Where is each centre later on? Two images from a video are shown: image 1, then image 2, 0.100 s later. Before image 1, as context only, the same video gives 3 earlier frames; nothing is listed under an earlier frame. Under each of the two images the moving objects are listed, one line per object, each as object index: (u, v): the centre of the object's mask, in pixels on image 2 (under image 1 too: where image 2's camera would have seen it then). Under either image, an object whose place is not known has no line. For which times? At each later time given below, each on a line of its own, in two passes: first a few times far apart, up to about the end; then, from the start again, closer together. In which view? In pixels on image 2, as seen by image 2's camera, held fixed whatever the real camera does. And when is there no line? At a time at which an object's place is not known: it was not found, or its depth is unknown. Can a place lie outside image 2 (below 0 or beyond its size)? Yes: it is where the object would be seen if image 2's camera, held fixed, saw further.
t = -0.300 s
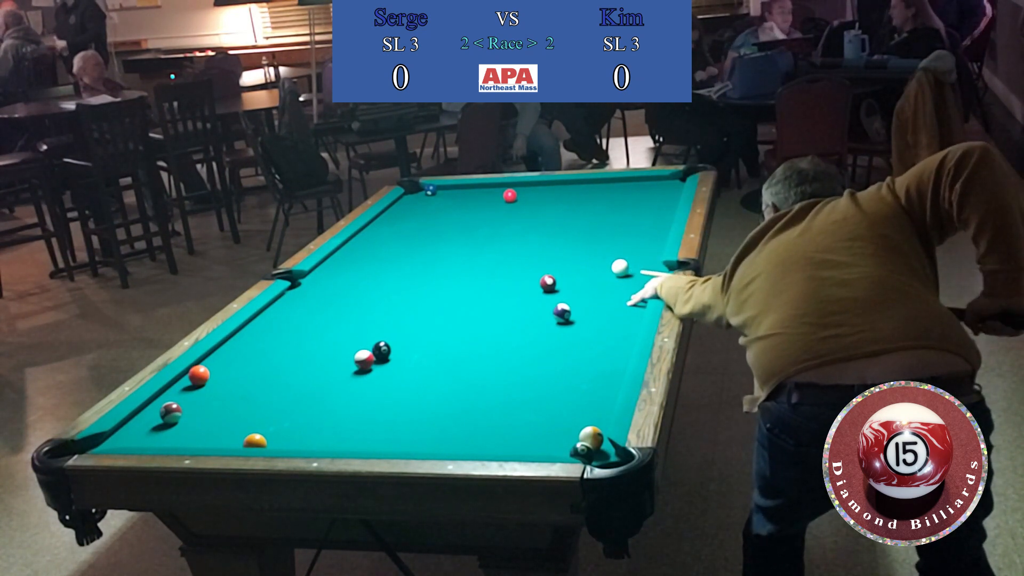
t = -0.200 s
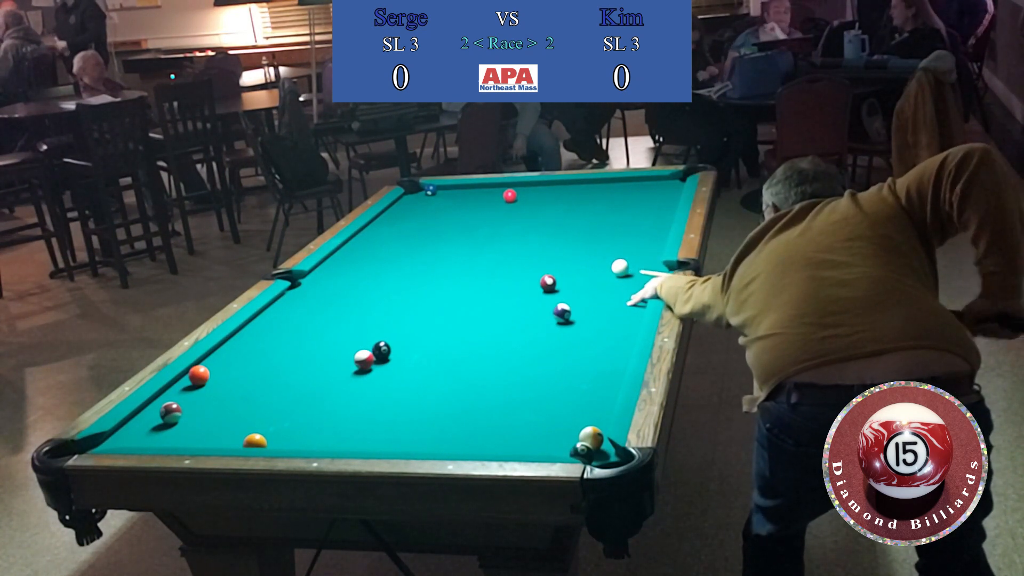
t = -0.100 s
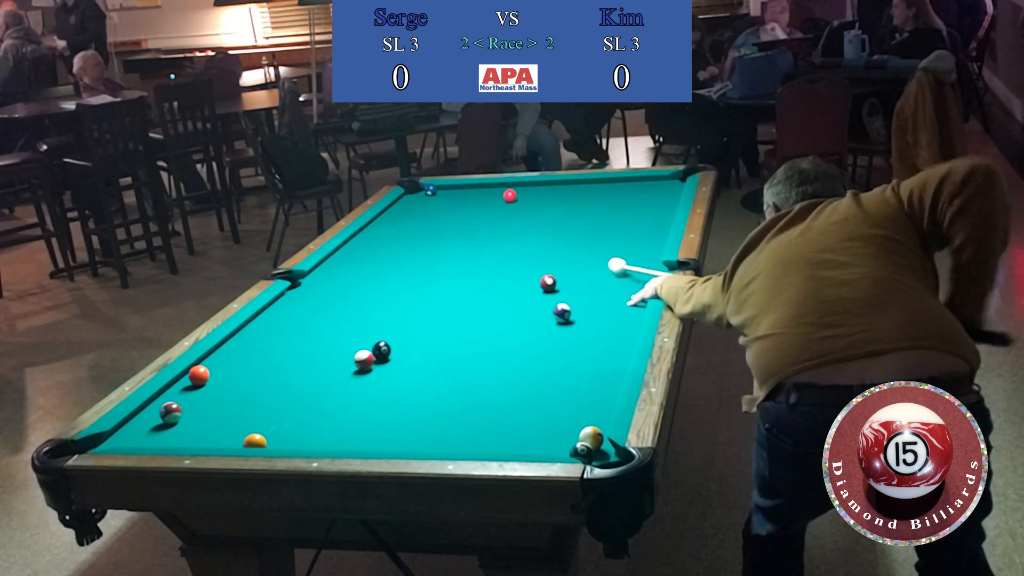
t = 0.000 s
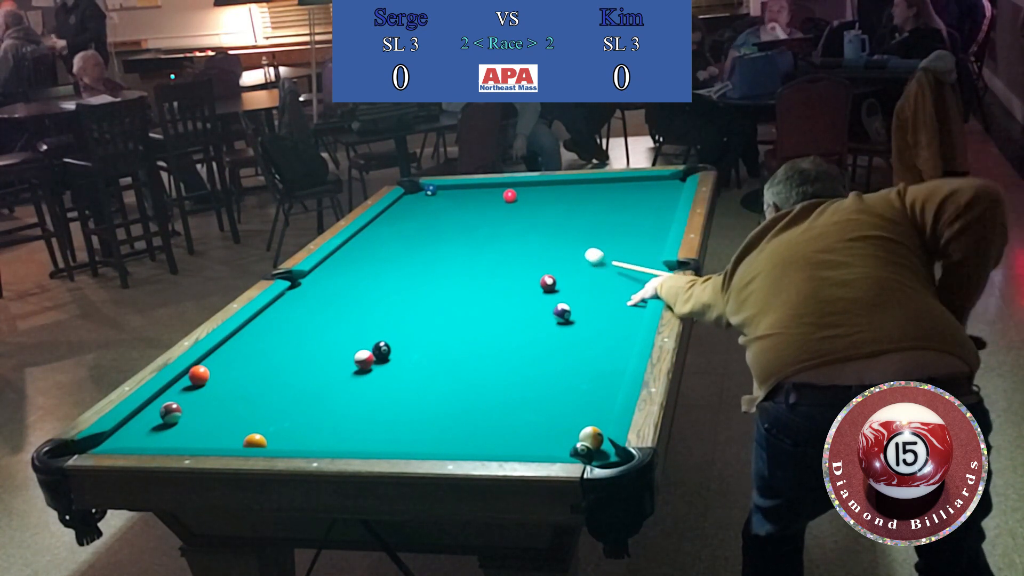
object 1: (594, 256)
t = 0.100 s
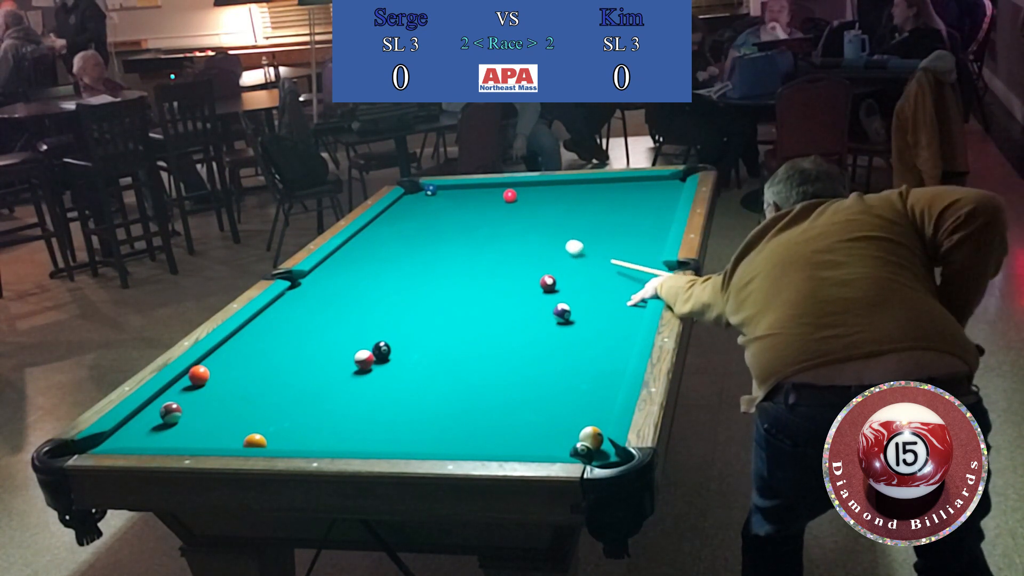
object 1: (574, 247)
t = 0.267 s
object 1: (545, 235)
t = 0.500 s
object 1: (508, 219)
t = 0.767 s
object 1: (472, 203)
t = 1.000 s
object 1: (444, 191)
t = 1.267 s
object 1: (444, 189)
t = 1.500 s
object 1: (440, 194)
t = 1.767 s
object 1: (436, 199)
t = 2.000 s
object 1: (432, 203)
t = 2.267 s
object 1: (429, 208)
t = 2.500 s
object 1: (426, 211)
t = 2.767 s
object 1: (423, 216)
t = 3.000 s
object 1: (420, 219)
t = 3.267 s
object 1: (417, 223)
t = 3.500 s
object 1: (415, 226)
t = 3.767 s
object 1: (414, 229)
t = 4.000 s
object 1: (413, 231)
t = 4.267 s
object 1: (412, 234)
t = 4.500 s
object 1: (411, 235)
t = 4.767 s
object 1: (411, 237)
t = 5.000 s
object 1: (411, 238)
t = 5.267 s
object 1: (411, 239)
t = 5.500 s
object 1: (411, 239)
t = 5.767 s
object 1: (412, 239)
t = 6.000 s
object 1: (412, 239)
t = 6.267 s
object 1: (412, 239)
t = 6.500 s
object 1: (412, 239)
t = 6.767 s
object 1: (412, 239)
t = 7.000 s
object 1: (412, 239)
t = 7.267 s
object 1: (412, 239)
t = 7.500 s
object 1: (412, 239)
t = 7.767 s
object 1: (412, 239)
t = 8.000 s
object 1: (412, 239)
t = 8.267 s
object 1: (412, 239)
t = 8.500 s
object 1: (412, 239)
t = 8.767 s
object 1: (412, 239)
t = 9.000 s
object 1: (412, 239)
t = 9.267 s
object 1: (412, 239)
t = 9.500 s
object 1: (412, 239)
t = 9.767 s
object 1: (412, 239)
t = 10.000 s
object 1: (412, 239)
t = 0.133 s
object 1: (568, 245)
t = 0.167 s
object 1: (562, 242)
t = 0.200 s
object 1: (556, 240)
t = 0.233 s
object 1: (550, 237)
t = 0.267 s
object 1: (545, 235)
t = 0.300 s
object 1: (539, 232)
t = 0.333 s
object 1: (534, 230)
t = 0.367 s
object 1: (528, 227)
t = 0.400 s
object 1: (523, 225)
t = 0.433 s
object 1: (518, 223)
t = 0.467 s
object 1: (513, 221)
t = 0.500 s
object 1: (508, 219)
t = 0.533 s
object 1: (503, 217)
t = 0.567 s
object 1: (498, 215)
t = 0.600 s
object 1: (494, 213)
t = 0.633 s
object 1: (489, 211)
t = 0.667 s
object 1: (485, 209)
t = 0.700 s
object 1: (480, 207)
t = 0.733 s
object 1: (476, 205)
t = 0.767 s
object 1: (472, 203)
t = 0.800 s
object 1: (468, 201)
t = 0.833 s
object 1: (464, 200)
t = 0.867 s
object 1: (460, 198)
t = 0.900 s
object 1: (456, 196)
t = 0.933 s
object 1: (452, 194)
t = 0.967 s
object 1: (448, 193)
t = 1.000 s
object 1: (444, 191)
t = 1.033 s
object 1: (441, 190)
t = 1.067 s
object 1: (443, 189)
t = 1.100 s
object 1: (445, 187)
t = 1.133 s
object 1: (446, 187)
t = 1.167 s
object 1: (445, 187)
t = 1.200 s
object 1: (445, 188)
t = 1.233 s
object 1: (444, 189)
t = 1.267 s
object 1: (444, 189)
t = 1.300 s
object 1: (443, 190)
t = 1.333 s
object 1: (442, 191)
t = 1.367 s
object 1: (442, 191)
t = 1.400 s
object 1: (441, 192)
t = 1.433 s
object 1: (441, 193)
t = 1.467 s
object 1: (440, 193)
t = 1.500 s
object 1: (440, 194)
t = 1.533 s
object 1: (439, 195)
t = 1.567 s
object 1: (439, 195)
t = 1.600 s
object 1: (438, 196)
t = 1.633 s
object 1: (438, 197)
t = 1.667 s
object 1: (437, 197)
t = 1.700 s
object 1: (437, 198)
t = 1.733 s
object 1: (436, 198)
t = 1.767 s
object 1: (436, 199)
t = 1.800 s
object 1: (435, 200)
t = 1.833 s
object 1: (435, 200)
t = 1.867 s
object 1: (434, 201)
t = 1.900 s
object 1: (434, 201)
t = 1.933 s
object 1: (433, 202)
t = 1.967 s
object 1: (433, 203)
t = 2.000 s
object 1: (432, 203)
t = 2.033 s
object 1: (432, 204)
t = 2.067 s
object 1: (431, 205)
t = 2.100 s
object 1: (431, 205)
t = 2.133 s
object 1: (431, 206)
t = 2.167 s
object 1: (430, 206)
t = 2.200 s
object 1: (430, 207)
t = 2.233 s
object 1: (429, 207)
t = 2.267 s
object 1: (429, 208)
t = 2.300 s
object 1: (428, 209)
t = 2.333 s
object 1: (428, 209)
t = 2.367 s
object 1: (427, 210)
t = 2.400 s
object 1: (427, 210)
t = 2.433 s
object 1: (427, 211)
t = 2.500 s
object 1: (426, 211)
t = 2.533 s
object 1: (426, 212)
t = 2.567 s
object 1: (425, 212)
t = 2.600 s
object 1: (425, 213)
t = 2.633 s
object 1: (424, 214)
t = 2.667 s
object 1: (424, 214)
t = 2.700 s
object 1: (424, 214)
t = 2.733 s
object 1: (423, 215)
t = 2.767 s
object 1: (423, 216)
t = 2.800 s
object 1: (422, 216)
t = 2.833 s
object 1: (422, 217)
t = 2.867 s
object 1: (422, 217)
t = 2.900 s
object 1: (421, 218)
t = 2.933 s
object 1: (421, 218)
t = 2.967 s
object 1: (420, 219)
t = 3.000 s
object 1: (420, 219)
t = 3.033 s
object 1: (420, 220)
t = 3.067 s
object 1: (419, 220)
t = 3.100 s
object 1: (419, 221)
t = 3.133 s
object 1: (418, 221)
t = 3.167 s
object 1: (418, 221)
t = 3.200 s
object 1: (418, 222)
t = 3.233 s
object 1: (418, 222)
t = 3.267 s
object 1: (417, 223)
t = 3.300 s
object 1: (417, 223)
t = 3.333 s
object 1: (417, 224)
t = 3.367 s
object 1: (416, 224)
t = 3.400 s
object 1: (416, 225)
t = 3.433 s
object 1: (416, 225)
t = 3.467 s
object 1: (416, 225)
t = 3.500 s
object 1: (415, 226)
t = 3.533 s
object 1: (415, 226)
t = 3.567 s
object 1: (415, 227)
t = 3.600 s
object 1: (415, 227)
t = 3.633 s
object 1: (415, 227)
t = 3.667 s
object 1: (414, 228)
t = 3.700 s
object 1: (414, 228)
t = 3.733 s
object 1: (414, 229)
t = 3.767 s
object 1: (414, 229)
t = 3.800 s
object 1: (414, 229)
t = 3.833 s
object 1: (413, 230)
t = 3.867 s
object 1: (413, 230)
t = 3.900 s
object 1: (413, 230)
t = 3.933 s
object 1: (413, 231)
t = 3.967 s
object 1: (413, 231)
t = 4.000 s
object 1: (413, 231)
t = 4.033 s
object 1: (413, 232)
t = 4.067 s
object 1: (412, 232)
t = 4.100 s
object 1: (412, 232)
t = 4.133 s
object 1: (412, 233)
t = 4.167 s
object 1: (412, 233)
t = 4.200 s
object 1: (412, 233)
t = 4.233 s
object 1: (412, 233)
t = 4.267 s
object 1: (412, 234)
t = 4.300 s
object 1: (411, 234)
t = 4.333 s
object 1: (411, 234)
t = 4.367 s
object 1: (411, 235)
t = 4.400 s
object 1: (411, 235)
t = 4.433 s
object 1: (411, 235)
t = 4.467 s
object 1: (411, 235)
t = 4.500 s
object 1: (411, 235)
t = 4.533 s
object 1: (411, 236)
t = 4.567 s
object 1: (411, 236)
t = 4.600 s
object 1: (411, 236)
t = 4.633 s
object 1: (411, 236)
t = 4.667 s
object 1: (411, 236)
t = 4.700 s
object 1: (411, 236)
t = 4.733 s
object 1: (411, 237)
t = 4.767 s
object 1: (411, 237)
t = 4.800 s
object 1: (411, 237)
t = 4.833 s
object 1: (411, 237)
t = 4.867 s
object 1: (411, 238)
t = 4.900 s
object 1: (411, 238)
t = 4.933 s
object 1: (411, 238)
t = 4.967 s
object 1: (411, 238)
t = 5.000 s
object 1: (411, 238)
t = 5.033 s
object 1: (411, 238)
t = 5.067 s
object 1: (411, 238)
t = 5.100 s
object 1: (411, 238)
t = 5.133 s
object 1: (411, 239)
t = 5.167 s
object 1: (411, 239)
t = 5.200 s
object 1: (411, 239)
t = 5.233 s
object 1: (411, 239)
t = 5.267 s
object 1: (411, 239)
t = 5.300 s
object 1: (411, 239)
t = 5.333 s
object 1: (411, 239)
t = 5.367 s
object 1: (411, 239)
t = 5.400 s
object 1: (411, 239)
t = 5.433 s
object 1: (411, 239)
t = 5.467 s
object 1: (411, 239)
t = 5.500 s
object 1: (411, 239)
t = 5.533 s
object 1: (411, 239)
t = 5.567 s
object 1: (411, 239)
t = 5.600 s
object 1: (411, 239)
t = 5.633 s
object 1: (412, 239)
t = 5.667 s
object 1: (412, 239)
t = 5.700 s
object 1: (412, 239)
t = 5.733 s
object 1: (412, 239)
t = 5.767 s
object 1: (412, 239)
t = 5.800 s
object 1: (412, 239)
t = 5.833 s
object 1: (412, 239)
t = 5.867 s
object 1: (412, 239)
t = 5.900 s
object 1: (412, 239)
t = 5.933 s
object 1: (412, 239)
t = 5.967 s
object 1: (412, 239)
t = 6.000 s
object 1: (412, 239)
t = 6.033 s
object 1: (412, 239)
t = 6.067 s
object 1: (412, 239)
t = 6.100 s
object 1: (412, 239)
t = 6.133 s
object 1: (412, 239)
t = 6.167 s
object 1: (412, 239)
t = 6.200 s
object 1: (412, 239)
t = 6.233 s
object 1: (412, 239)
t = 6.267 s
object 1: (412, 239)
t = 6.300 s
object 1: (412, 239)
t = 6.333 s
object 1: (412, 239)
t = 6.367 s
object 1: (412, 239)
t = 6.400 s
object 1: (412, 239)
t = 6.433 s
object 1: (412, 239)
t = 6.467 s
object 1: (412, 239)
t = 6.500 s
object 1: (412, 239)
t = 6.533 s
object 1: (412, 239)
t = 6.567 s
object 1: (412, 239)
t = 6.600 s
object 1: (412, 239)
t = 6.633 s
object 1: (412, 239)
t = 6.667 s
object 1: (412, 239)
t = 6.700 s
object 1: (412, 239)
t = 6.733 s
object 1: (412, 239)
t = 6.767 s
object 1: (412, 239)
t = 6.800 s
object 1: (412, 239)
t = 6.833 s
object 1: (412, 239)
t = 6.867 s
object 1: (412, 239)
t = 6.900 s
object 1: (412, 239)
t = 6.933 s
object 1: (412, 239)
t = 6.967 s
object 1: (412, 239)
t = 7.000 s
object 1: (412, 239)
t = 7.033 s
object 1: (412, 239)
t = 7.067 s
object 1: (412, 239)
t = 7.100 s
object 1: (412, 239)
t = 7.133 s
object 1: (412, 239)
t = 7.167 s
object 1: (412, 239)
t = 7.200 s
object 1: (412, 239)
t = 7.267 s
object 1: (412, 239)
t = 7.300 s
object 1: (412, 239)
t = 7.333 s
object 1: (412, 239)
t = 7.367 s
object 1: (412, 239)
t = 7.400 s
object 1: (412, 239)
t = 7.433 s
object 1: (412, 239)
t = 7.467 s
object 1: (412, 239)
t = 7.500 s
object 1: (412, 239)
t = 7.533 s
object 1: (412, 239)
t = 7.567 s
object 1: (412, 239)
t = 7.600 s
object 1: (412, 239)
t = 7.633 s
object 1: (412, 239)
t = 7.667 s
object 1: (412, 239)
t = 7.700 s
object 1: (412, 239)
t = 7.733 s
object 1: (412, 239)
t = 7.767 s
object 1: (412, 239)
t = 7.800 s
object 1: (412, 239)
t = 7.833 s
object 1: (412, 239)
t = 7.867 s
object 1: (412, 239)
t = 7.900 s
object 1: (412, 239)
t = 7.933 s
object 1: (412, 239)
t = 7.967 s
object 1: (412, 239)
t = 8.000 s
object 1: (412, 239)
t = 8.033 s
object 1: (412, 239)
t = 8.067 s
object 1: (412, 239)
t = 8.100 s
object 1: (412, 239)
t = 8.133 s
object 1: (412, 239)
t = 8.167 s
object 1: (412, 239)
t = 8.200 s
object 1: (412, 239)
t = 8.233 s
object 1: (412, 239)
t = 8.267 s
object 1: (412, 239)
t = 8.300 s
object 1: (412, 239)
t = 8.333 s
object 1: (412, 239)
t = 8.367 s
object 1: (412, 239)
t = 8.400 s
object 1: (412, 239)
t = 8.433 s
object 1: (412, 239)
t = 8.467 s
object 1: (412, 239)
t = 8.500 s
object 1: (412, 239)
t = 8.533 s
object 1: (412, 239)
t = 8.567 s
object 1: (412, 239)
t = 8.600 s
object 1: (412, 239)
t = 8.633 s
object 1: (412, 239)
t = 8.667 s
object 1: (412, 239)
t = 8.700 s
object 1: (412, 239)
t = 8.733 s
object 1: (412, 239)
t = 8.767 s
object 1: (412, 239)
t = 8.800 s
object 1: (412, 239)
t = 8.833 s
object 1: (412, 239)
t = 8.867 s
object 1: (412, 239)
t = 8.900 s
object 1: (412, 239)
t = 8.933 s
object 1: (412, 239)
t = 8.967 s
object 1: (412, 239)
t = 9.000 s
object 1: (412, 239)
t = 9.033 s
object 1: (412, 239)
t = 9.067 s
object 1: (412, 239)
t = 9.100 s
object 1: (412, 239)
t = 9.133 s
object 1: (412, 239)
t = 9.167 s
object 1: (412, 239)
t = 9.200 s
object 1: (412, 239)
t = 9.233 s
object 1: (412, 239)
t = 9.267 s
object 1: (412, 239)
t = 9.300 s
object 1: (412, 239)
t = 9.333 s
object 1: (412, 239)
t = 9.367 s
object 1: (412, 239)
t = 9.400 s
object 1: (412, 239)
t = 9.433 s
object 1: (412, 239)
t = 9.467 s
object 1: (412, 239)
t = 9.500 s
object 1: (412, 239)
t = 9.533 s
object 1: (412, 239)
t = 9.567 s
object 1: (412, 239)
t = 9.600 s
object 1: (412, 239)
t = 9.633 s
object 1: (412, 239)
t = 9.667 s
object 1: (412, 239)
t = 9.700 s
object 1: (412, 239)
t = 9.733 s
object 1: (412, 239)
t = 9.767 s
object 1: (412, 239)
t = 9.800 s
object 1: (412, 239)
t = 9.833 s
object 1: (412, 239)
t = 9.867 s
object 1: (412, 239)
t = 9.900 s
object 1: (412, 239)
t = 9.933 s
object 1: (412, 239)
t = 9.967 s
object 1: (412, 239)
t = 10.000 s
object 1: (412, 239)
